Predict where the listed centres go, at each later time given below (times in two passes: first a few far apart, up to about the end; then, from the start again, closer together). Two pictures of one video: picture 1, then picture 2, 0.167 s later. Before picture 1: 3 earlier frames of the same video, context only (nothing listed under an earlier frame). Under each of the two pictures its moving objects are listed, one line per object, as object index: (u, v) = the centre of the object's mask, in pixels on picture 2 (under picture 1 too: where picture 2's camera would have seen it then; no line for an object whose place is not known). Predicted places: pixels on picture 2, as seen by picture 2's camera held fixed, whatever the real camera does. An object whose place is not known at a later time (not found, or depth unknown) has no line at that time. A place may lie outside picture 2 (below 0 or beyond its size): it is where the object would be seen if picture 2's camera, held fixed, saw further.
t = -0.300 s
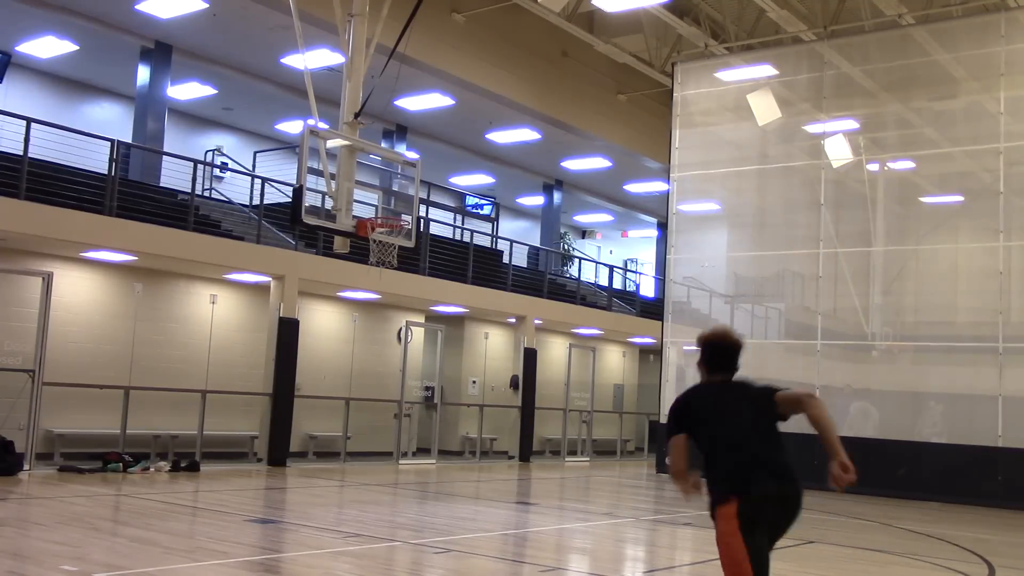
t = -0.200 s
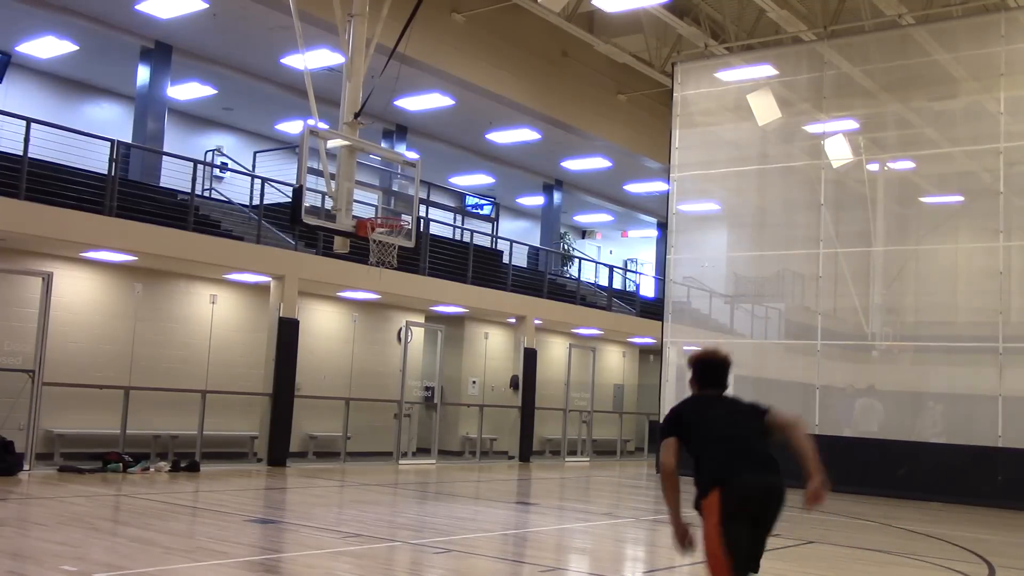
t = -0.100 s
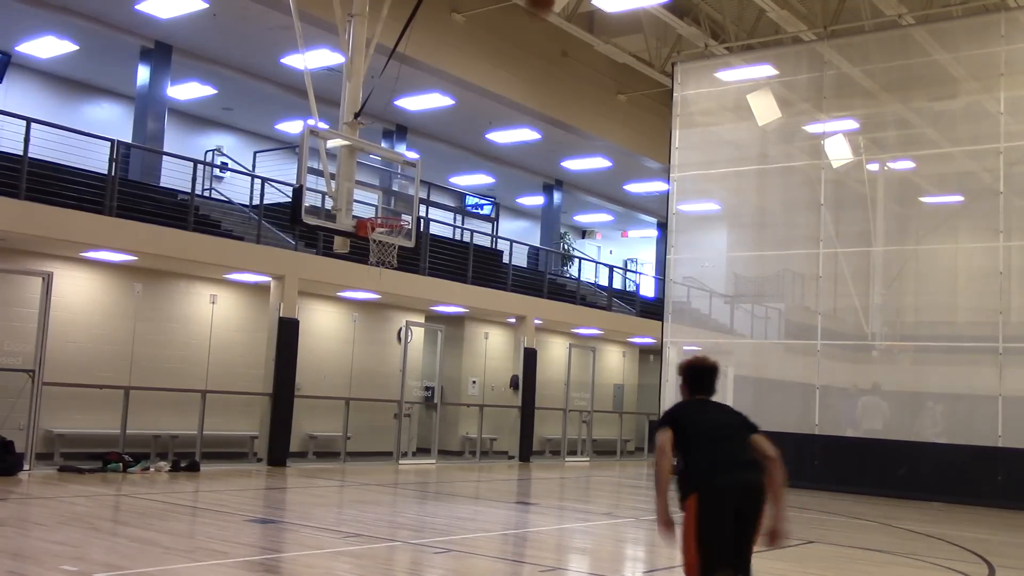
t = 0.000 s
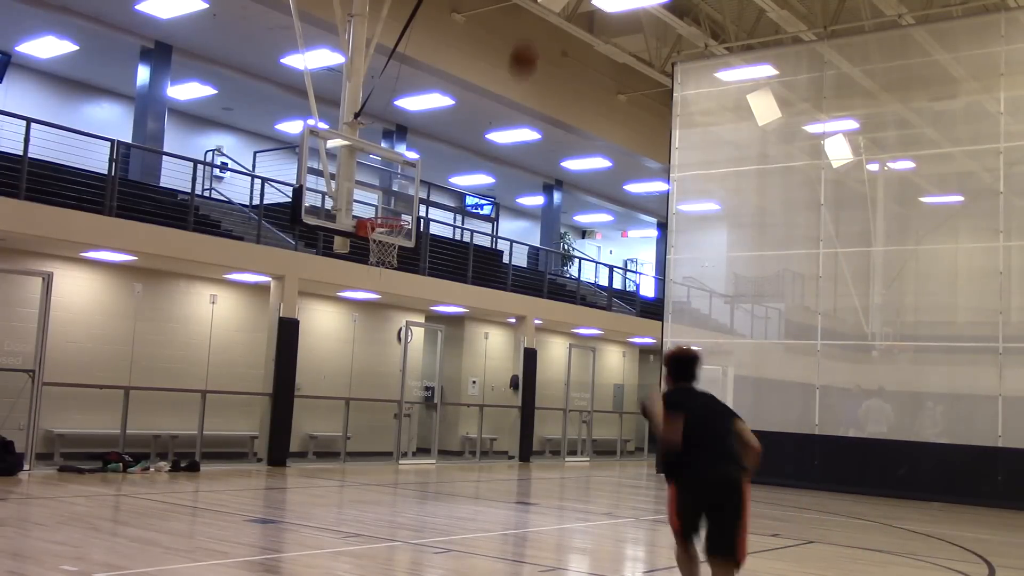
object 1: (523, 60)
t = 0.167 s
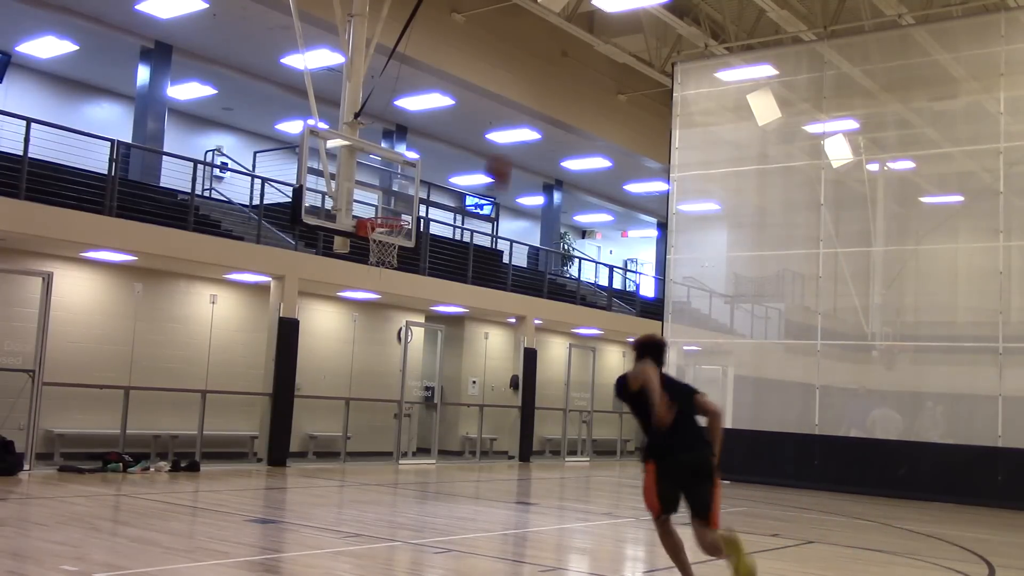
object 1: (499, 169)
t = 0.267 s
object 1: (483, 257)
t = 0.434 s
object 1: (456, 396)
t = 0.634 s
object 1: (441, 466)
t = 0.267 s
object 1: (483, 257)
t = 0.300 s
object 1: (480, 272)
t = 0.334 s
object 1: (474, 304)
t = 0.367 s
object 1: (467, 335)
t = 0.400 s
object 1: (462, 363)
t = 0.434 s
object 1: (456, 396)
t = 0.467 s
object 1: (453, 425)
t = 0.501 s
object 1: (448, 455)
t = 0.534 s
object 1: (443, 487)
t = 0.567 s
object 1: (439, 510)
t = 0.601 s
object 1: (440, 488)
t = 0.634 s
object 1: (441, 466)
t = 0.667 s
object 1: (442, 444)
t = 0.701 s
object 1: (443, 425)
